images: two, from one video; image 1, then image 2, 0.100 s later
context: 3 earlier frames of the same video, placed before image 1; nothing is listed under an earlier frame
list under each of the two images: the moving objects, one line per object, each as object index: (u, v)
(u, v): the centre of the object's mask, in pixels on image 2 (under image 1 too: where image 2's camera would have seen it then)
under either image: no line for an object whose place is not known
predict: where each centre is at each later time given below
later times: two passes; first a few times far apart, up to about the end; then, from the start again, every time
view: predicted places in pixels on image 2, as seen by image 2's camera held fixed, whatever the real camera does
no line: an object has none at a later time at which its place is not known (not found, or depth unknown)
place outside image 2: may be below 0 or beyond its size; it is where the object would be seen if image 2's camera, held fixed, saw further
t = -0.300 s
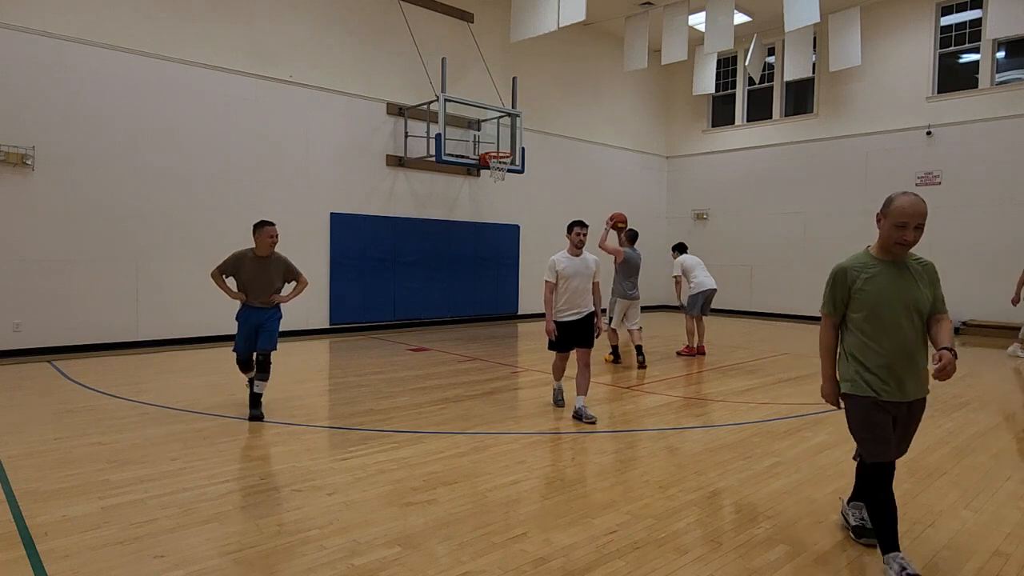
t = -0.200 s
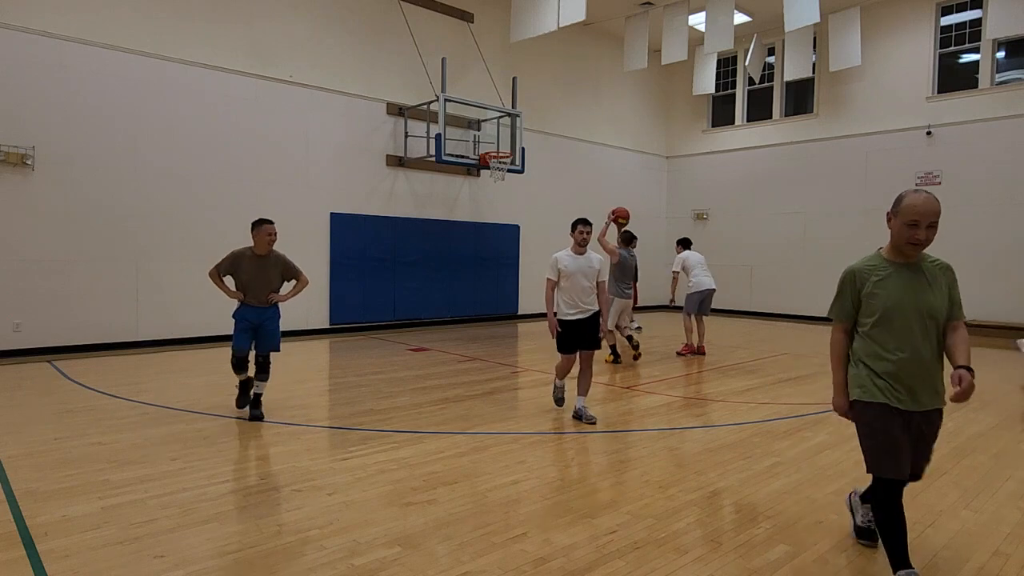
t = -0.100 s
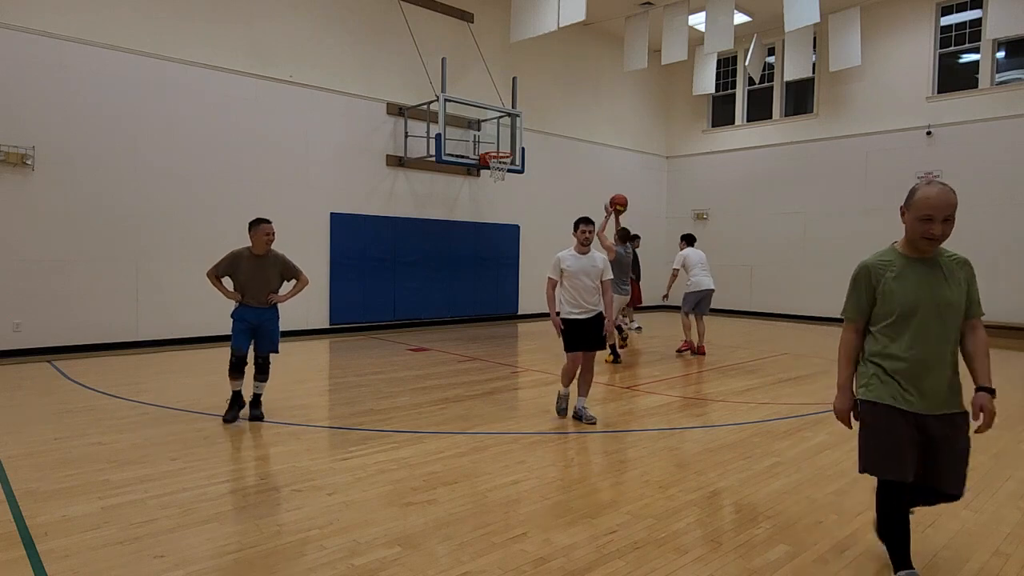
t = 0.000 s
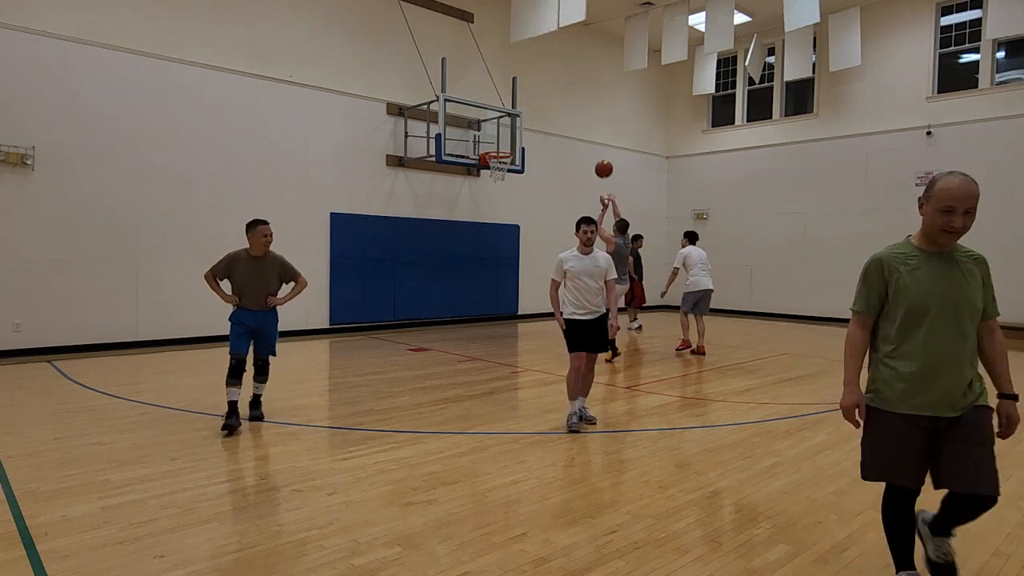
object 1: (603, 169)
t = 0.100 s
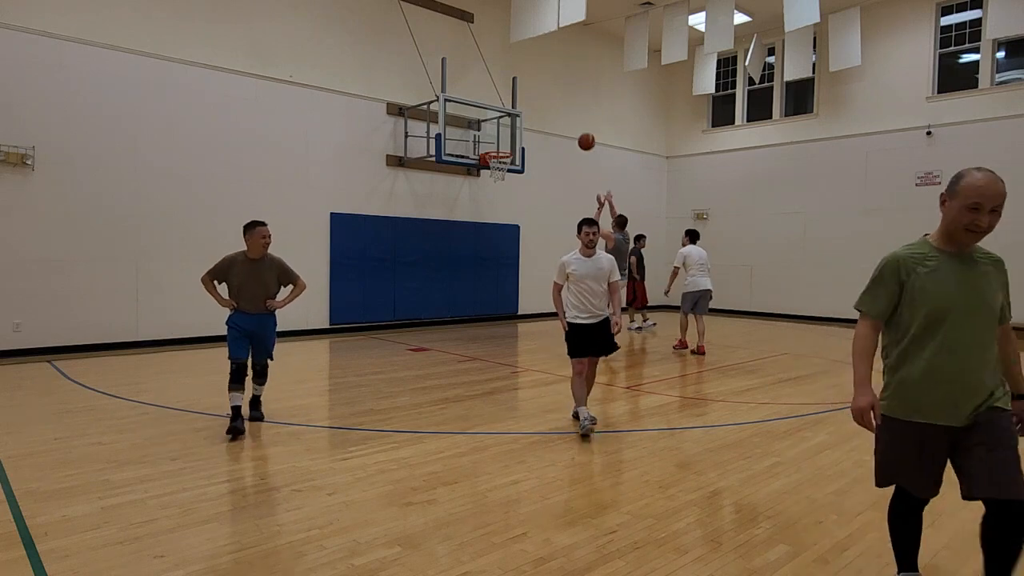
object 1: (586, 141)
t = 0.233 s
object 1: (565, 118)
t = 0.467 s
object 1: (532, 110)
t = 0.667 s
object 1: (506, 130)
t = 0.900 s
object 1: (494, 147)
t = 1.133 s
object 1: (517, 155)
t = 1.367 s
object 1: (535, 190)
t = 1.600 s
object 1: (551, 251)
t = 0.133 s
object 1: (580, 134)
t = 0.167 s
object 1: (575, 128)
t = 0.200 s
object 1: (570, 122)
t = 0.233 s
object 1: (565, 118)
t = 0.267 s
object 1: (560, 115)
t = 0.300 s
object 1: (555, 112)
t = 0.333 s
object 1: (550, 110)
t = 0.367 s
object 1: (545, 109)
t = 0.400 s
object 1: (541, 108)
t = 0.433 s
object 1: (536, 109)
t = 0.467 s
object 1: (532, 110)
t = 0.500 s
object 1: (527, 111)
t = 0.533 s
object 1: (523, 114)
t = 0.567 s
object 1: (519, 117)
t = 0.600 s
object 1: (515, 121)
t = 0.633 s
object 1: (511, 125)
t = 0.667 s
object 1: (506, 130)
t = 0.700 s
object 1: (502, 135)
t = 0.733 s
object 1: (499, 141)
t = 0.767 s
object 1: (496, 146)
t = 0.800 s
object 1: (494, 146)
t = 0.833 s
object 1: (492, 147)
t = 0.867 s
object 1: (491, 147)
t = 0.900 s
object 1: (494, 147)
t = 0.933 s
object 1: (498, 147)
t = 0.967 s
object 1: (501, 147)
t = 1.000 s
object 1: (505, 147)
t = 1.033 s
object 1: (507, 147)
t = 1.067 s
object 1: (510, 150)
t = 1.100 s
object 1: (513, 153)
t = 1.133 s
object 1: (517, 155)
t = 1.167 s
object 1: (519, 159)
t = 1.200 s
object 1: (521, 162)
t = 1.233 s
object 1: (525, 167)
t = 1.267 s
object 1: (528, 172)
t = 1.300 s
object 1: (530, 177)
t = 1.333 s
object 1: (532, 183)
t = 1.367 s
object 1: (535, 190)
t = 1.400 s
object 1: (537, 197)
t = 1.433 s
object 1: (540, 205)
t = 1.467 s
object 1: (542, 213)
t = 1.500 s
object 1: (544, 222)
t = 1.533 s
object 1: (547, 231)
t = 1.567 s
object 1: (549, 241)
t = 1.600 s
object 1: (551, 251)
